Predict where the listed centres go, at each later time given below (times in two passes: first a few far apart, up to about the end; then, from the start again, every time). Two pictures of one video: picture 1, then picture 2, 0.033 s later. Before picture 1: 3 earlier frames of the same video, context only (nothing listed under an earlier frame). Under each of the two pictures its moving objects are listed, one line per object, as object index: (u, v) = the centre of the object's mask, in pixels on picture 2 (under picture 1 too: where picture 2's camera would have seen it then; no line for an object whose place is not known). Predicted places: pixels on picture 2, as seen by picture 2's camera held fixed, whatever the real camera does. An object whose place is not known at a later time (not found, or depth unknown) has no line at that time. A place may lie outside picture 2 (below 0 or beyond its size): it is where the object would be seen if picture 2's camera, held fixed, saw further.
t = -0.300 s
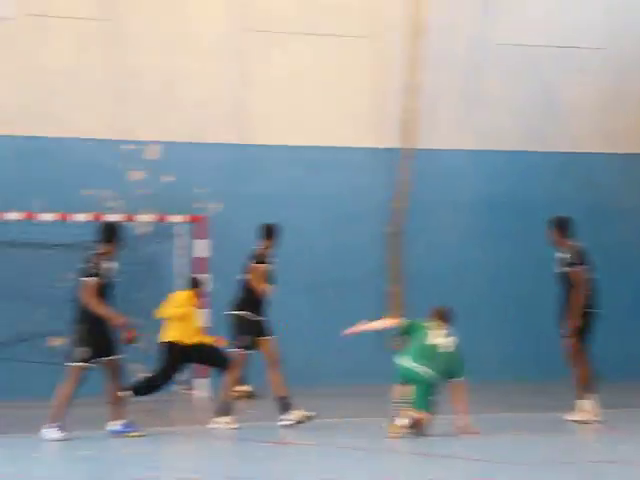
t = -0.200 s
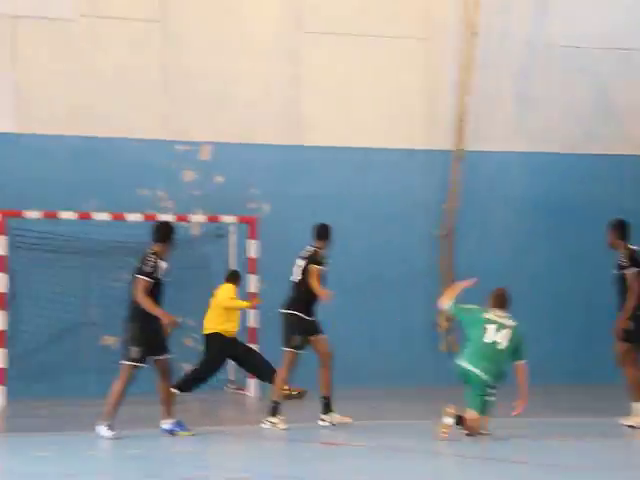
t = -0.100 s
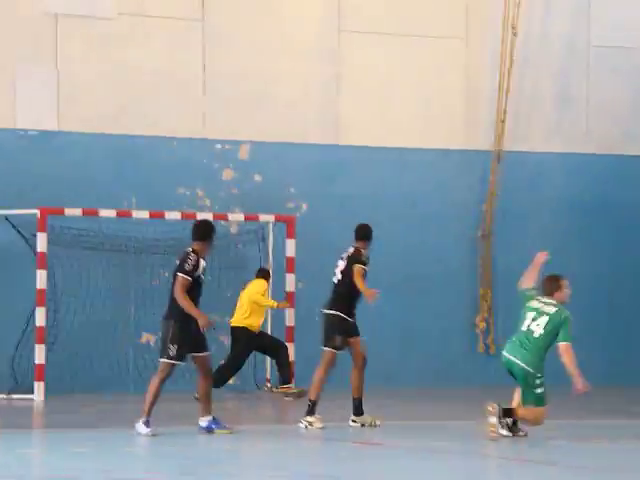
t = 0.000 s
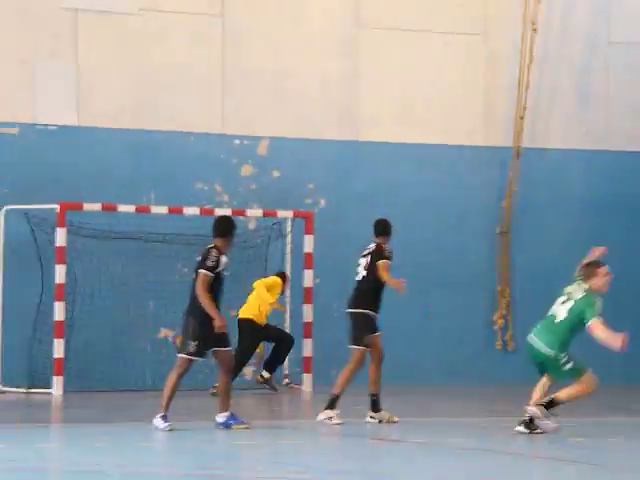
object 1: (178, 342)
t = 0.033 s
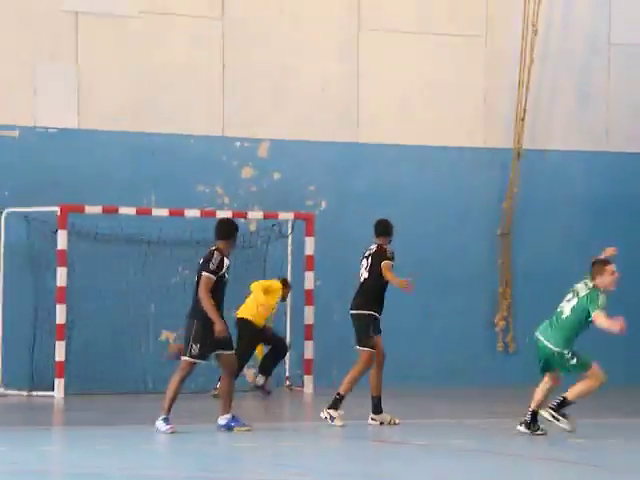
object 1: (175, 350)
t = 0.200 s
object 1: (142, 387)
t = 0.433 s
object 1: (109, 357)
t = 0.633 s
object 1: (80, 372)
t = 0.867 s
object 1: (42, 379)
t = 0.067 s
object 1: (168, 357)
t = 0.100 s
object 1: (162, 366)
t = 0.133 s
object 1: (155, 375)
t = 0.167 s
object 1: (147, 387)
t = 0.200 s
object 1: (142, 387)
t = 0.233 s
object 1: (138, 379)
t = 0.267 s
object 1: (133, 373)
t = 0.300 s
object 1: (128, 367)
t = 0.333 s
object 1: (123, 363)
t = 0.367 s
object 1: (119, 360)
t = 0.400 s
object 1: (115, 359)
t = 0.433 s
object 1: (109, 357)
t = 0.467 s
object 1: (105, 356)
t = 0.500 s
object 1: (100, 357)
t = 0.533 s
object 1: (95, 359)
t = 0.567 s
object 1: (90, 362)
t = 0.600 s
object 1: (85, 366)
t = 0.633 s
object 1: (80, 372)
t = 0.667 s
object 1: (75, 377)
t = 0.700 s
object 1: (70, 385)
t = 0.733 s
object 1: (65, 393)
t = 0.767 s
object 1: (61, 389)
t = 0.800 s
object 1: (54, 384)
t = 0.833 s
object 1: (48, 381)
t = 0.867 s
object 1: (42, 379)
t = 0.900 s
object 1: (38, 378)
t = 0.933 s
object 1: (32, 378)
